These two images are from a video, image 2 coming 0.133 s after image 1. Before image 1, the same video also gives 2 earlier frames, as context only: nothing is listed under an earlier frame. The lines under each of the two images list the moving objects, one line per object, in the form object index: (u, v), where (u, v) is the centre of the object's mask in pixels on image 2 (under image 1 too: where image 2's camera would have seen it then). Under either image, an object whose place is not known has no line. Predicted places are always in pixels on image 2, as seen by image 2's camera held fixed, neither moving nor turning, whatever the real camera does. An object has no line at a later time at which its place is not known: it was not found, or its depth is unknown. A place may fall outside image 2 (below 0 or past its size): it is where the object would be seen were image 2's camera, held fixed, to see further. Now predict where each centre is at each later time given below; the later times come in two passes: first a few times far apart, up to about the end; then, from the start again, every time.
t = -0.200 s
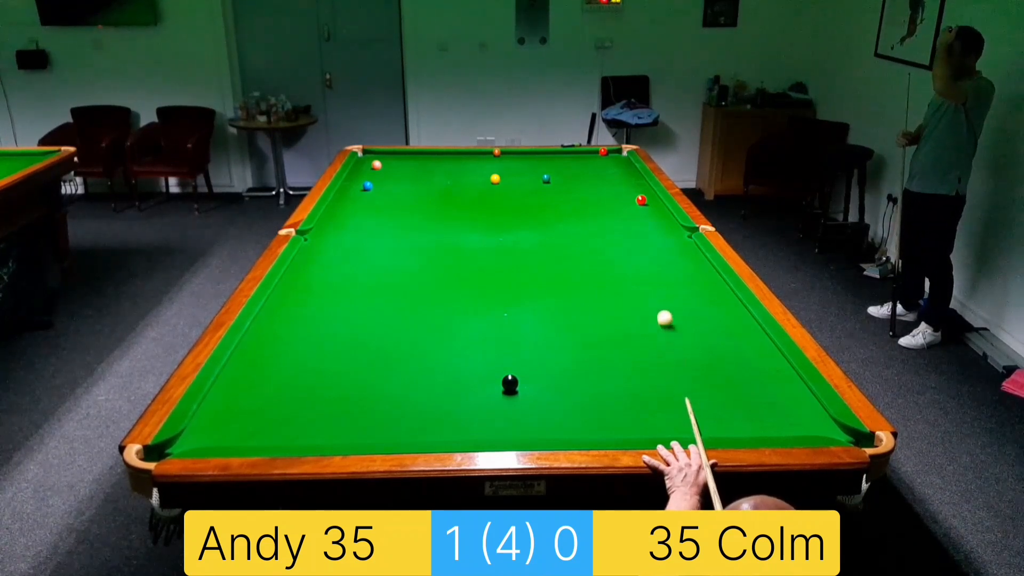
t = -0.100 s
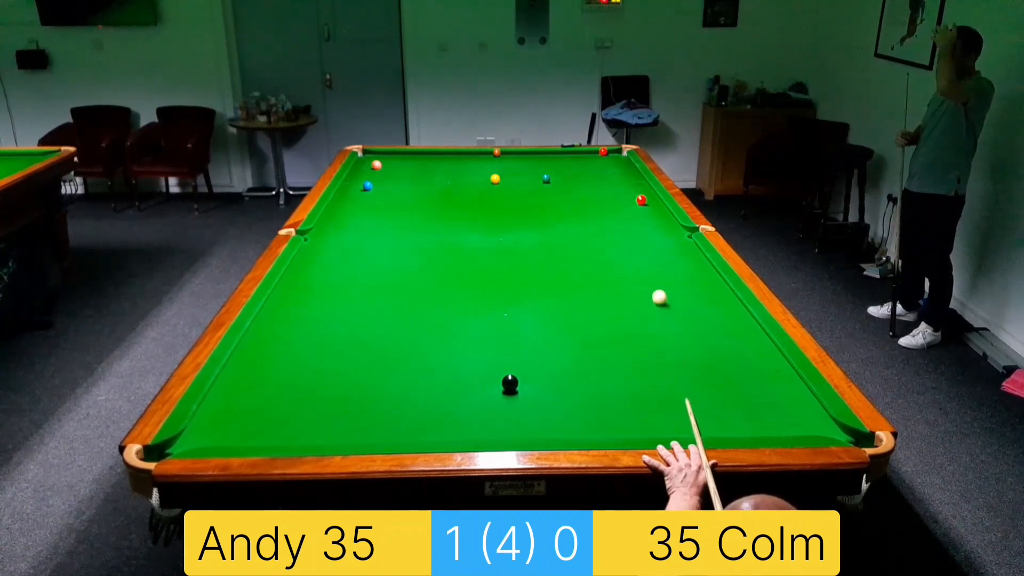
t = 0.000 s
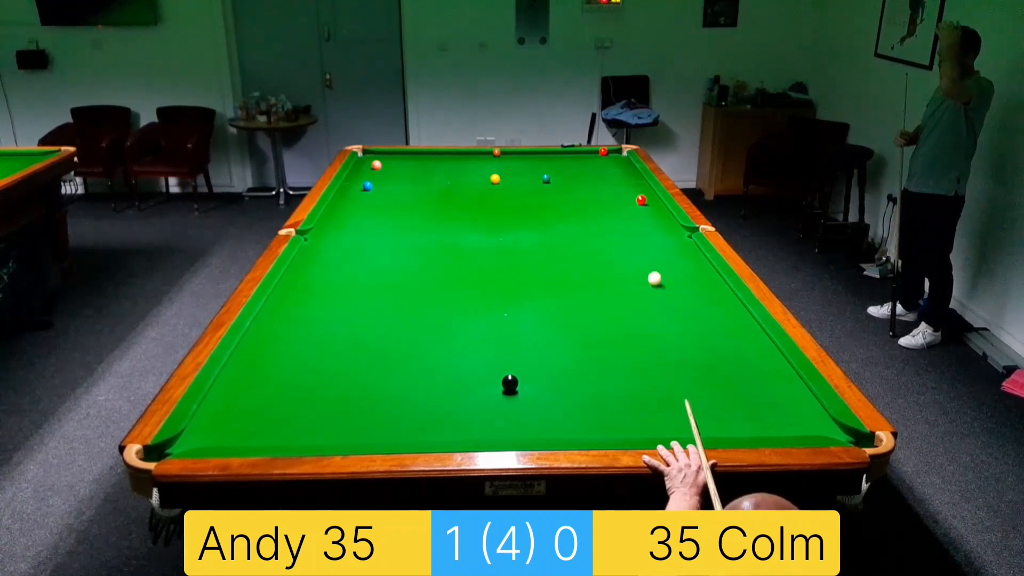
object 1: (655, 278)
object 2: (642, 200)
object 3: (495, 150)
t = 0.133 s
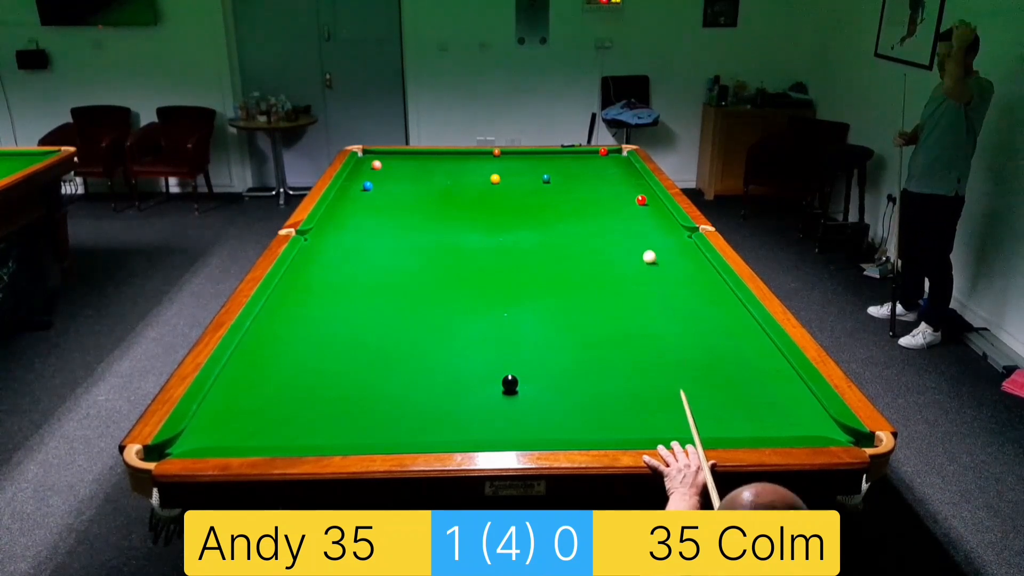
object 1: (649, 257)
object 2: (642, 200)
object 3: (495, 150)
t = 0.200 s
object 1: (647, 247)
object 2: (641, 200)
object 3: (495, 150)
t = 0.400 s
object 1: (641, 221)
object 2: (641, 200)
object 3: (495, 150)
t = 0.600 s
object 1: (633, 201)
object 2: (644, 199)
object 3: (495, 150)
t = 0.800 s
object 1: (605, 193)
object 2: (639, 192)
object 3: (495, 150)
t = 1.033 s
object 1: (579, 182)
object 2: (614, 186)
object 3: (495, 150)
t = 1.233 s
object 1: (559, 174)
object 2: (594, 182)
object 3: (495, 150)
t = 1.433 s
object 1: (541, 167)
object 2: (576, 178)
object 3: (495, 150)
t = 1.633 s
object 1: (524, 160)
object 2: (558, 174)
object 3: (495, 150)
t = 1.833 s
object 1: (509, 154)
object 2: (542, 170)
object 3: (495, 150)
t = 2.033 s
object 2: (527, 167)
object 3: (491, 149)
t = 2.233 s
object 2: (514, 164)
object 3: (486, 149)
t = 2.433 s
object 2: (499, 163)
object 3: (475, 153)
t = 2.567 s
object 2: (489, 164)
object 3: (470, 154)
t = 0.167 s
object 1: (648, 251)
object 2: (642, 200)
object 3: (495, 150)
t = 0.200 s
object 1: (647, 247)
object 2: (641, 200)
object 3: (495, 150)
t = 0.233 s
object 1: (646, 242)
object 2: (641, 200)
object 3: (495, 150)
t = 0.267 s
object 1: (644, 238)
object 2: (641, 200)
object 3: (495, 150)
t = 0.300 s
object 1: (643, 233)
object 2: (641, 200)
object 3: (495, 150)
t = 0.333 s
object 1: (642, 229)
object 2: (641, 200)
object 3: (495, 150)
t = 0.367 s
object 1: (641, 225)
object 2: (641, 200)
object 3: (495, 150)
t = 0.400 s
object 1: (641, 221)
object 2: (641, 200)
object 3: (495, 150)
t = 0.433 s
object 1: (640, 218)
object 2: (641, 200)
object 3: (495, 150)
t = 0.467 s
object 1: (639, 214)
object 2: (641, 200)
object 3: (495, 150)
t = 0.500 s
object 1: (638, 210)
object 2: (641, 200)
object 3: (495, 150)
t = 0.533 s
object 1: (637, 207)
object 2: (642, 199)
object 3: (495, 150)
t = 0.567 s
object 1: (636, 204)
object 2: (643, 199)
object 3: (495, 150)
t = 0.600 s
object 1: (633, 201)
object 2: (644, 199)
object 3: (495, 150)
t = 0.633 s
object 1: (628, 200)
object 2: (647, 198)
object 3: (495, 150)
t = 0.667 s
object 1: (623, 199)
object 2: (651, 196)
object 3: (495, 150)
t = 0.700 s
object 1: (618, 197)
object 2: (651, 194)
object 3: (495, 150)
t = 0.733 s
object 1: (614, 196)
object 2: (647, 193)
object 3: (495, 150)
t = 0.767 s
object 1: (609, 194)
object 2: (642, 192)
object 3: (495, 150)
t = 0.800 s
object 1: (605, 193)
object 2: (639, 192)
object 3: (495, 150)
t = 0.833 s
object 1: (602, 191)
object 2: (635, 191)
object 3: (495, 150)
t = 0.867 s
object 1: (598, 190)
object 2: (631, 190)
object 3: (495, 150)
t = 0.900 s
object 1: (594, 188)
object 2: (628, 189)
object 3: (495, 150)
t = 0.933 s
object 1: (590, 187)
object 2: (624, 189)
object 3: (495, 150)
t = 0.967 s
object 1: (587, 185)
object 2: (621, 188)
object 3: (495, 150)
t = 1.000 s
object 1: (583, 184)
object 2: (617, 187)
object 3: (495, 150)
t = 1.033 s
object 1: (579, 182)
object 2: (614, 186)
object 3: (495, 150)
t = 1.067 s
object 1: (576, 181)
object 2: (611, 186)
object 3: (495, 149)
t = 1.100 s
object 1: (573, 180)
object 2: (607, 185)
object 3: (495, 150)
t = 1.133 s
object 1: (569, 178)
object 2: (604, 184)
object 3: (495, 150)
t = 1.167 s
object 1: (566, 177)
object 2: (601, 184)
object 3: (495, 150)
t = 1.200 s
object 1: (562, 175)
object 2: (597, 183)
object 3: (495, 150)
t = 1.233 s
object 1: (559, 174)
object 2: (594, 182)
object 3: (495, 150)
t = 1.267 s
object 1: (556, 173)
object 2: (591, 181)
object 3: (495, 150)
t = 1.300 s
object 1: (553, 172)
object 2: (588, 181)
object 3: (495, 150)
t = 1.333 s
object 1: (550, 170)
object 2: (585, 180)
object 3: (495, 150)
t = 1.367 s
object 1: (547, 169)
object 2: (582, 180)
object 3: (495, 150)
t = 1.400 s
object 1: (544, 168)
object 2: (579, 179)
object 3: (495, 150)
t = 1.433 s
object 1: (541, 167)
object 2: (576, 178)
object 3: (495, 150)
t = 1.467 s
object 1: (538, 166)
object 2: (573, 177)
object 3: (495, 150)
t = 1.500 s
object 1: (535, 165)
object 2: (570, 177)
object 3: (495, 150)
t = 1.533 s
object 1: (533, 163)
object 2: (567, 176)
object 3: (495, 150)
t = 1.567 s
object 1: (530, 162)
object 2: (564, 176)
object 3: (495, 150)
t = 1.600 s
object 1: (527, 161)
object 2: (561, 175)
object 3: (495, 150)
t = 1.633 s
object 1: (524, 160)
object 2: (558, 174)
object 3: (495, 150)
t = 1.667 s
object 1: (522, 159)
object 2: (556, 174)
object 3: (495, 150)
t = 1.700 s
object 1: (519, 158)
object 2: (553, 173)
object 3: (495, 150)
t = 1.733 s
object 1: (517, 157)
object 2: (551, 172)
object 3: (495, 150)
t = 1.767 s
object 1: (514, 156)
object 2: (548, 171)
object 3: (495, 150)
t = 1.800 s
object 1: (512, 155)
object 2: (545, 170)
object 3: (495, 150)
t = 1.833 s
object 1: (509, 154)
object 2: (542, 170)
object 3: (495, 150)
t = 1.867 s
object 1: (507, 153)
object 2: (540, 170)
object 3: (495, 150)
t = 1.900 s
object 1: (504, 152)
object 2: (537, 170)
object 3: (495, 149)
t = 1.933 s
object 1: (504, 153)
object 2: (535, 169)
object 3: (494, 150)
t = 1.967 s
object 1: (505, 153)
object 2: (532, 168)
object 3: (493, 149)
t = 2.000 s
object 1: (505, 154)
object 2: (530, 168)
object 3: (492, 150)
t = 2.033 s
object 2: (527, 167)
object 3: (491, 149)
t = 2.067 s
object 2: (525, 167)
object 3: (490, 149)
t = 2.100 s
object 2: (523, 166)
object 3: (489, 149)
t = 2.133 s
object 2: (520, 166)
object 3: (488, 149)
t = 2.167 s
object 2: (518, 165)
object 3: (488, 149)
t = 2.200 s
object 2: (516, 165)
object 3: (487, 149)
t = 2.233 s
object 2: (514, 164)
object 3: (486, 149)
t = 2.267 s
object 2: (511, 164)
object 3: (485, 149)
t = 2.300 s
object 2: (509, 164)
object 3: (484, 150)
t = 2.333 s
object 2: (507, 163)
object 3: (479, 153)
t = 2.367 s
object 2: (504, 163)
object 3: (478, 153)
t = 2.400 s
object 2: (501, 163)
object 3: (476, 153)
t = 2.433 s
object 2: (499, 163)
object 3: (475, 153)
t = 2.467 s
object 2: (497, 163)
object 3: (474, 153)
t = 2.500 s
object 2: (494, 164)
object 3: (473, 154)
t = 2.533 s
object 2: (492, 164)
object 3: (471, 154)
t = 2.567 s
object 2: (489, 164)
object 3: (470, 154)
